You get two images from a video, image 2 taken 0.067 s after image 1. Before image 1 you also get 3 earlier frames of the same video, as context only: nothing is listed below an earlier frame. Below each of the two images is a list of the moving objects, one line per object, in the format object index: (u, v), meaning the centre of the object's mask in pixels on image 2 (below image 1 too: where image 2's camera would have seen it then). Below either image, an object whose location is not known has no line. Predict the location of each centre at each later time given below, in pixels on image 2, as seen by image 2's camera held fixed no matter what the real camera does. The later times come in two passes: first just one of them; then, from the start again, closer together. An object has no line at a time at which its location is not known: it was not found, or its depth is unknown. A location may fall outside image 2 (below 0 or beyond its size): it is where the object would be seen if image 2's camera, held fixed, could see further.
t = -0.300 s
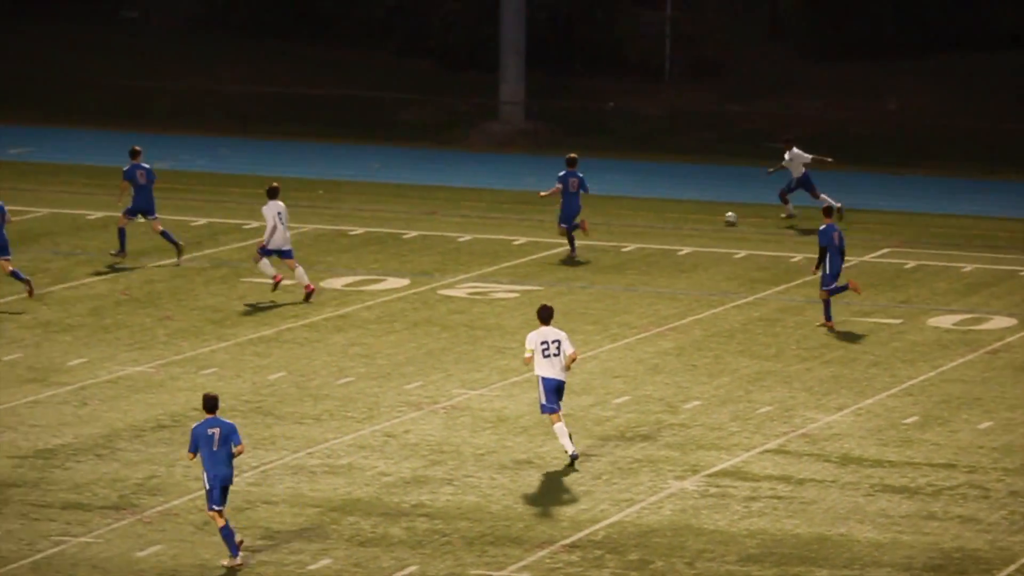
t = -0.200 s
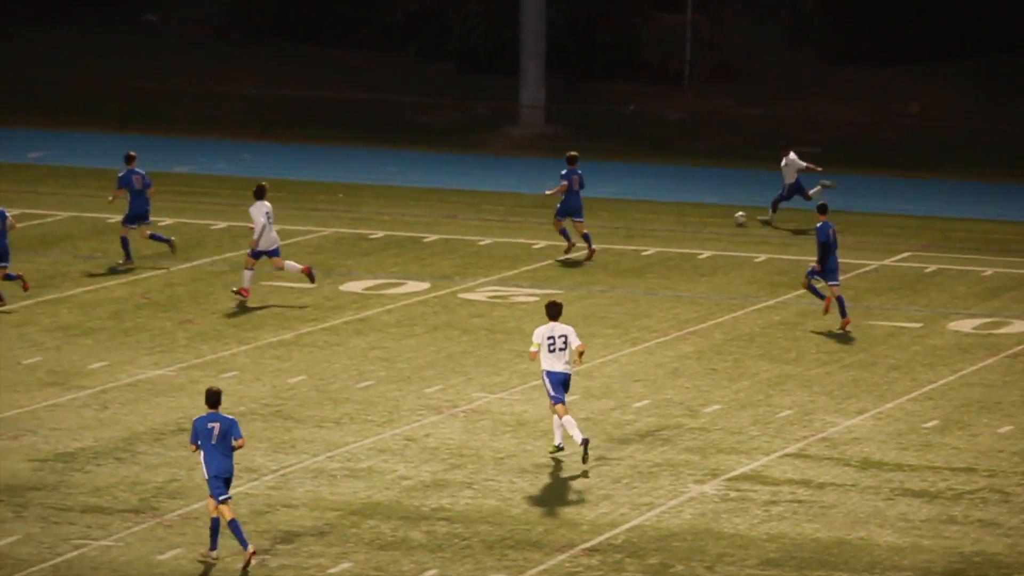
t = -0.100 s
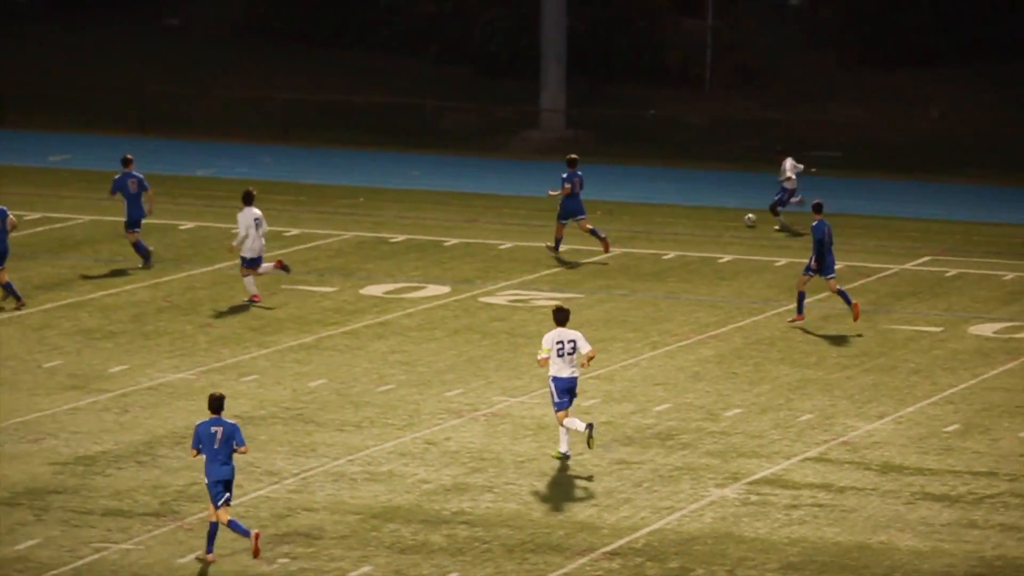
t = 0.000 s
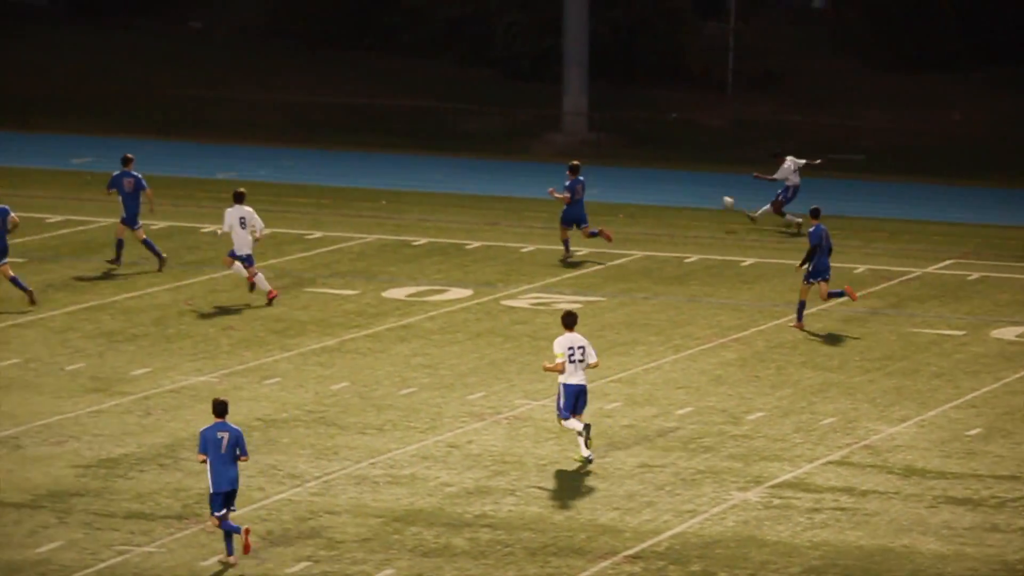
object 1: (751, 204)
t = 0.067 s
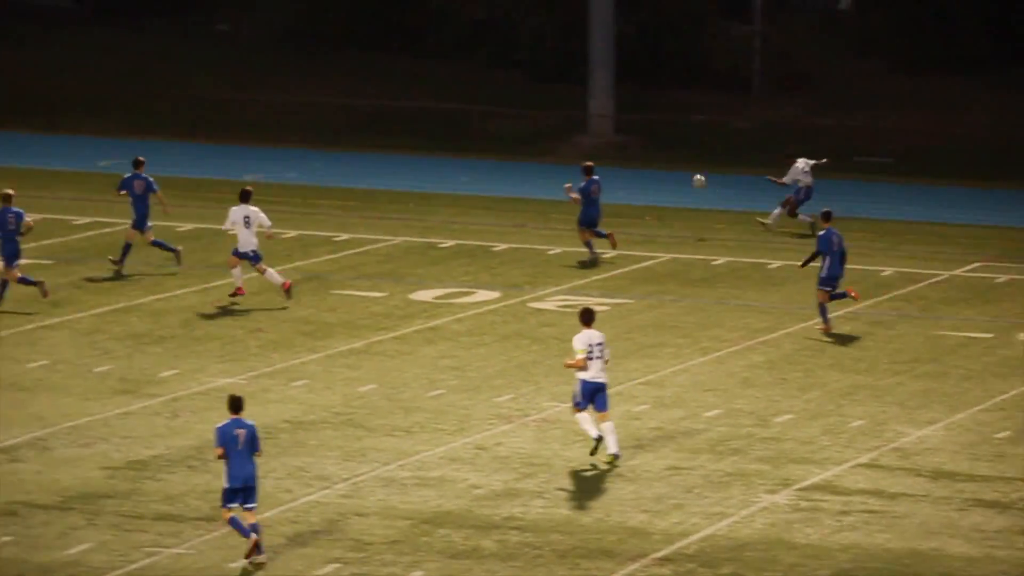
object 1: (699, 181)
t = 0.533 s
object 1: (340, 58)
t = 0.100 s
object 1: (674, 171)
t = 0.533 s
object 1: (340, 58)
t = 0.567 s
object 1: (313, 52)
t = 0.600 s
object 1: (286, 45)
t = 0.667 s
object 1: (232, 35)
